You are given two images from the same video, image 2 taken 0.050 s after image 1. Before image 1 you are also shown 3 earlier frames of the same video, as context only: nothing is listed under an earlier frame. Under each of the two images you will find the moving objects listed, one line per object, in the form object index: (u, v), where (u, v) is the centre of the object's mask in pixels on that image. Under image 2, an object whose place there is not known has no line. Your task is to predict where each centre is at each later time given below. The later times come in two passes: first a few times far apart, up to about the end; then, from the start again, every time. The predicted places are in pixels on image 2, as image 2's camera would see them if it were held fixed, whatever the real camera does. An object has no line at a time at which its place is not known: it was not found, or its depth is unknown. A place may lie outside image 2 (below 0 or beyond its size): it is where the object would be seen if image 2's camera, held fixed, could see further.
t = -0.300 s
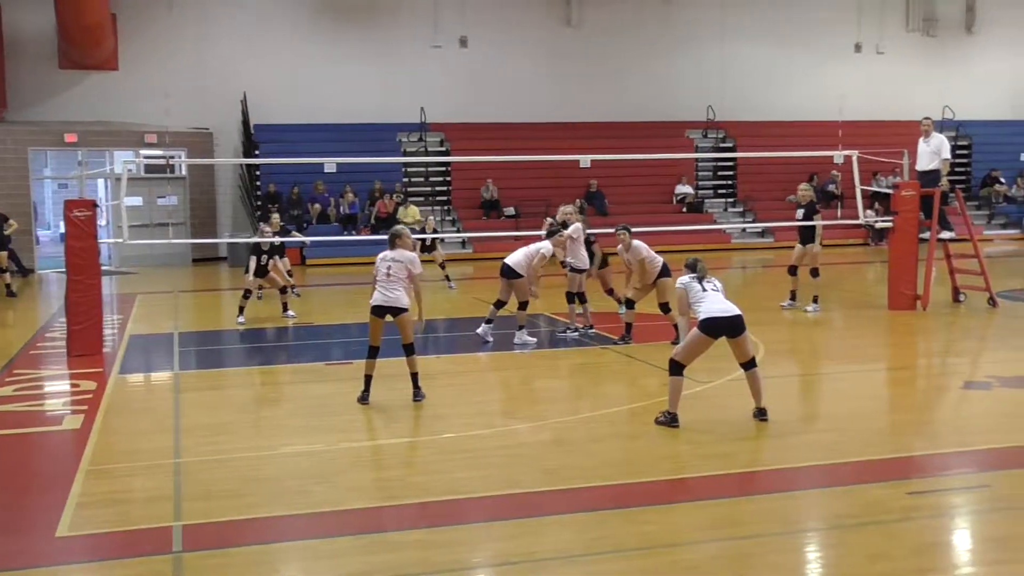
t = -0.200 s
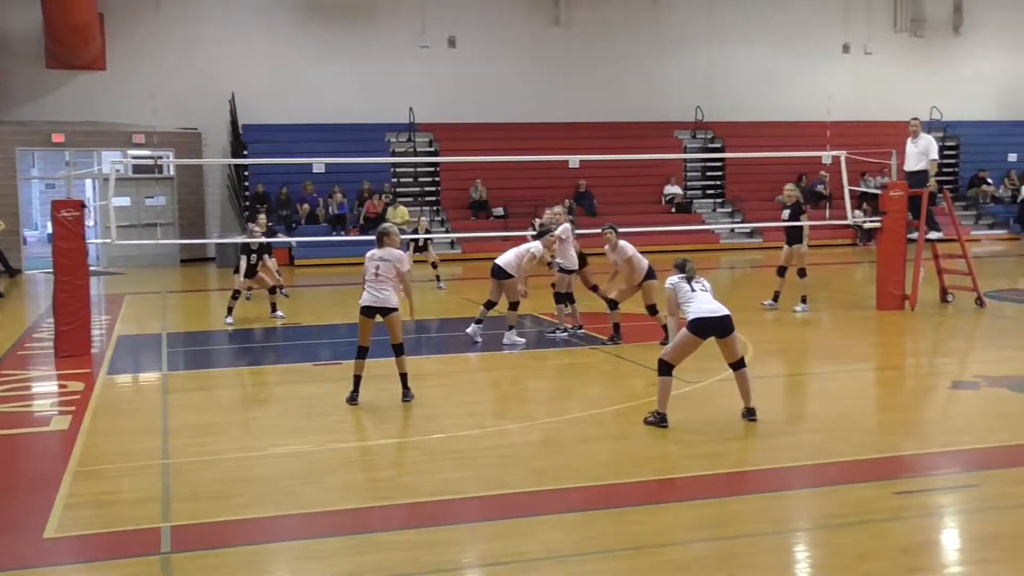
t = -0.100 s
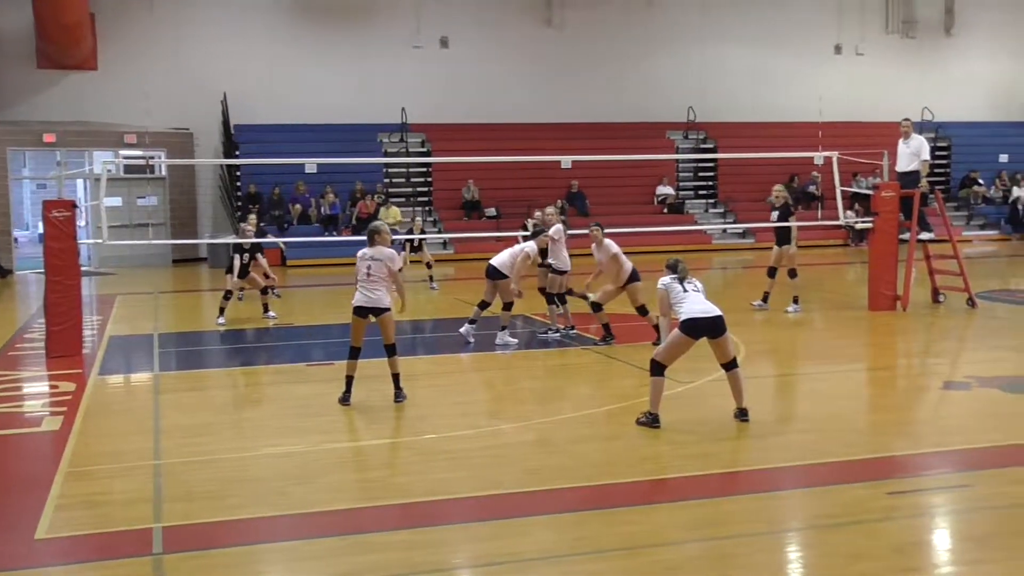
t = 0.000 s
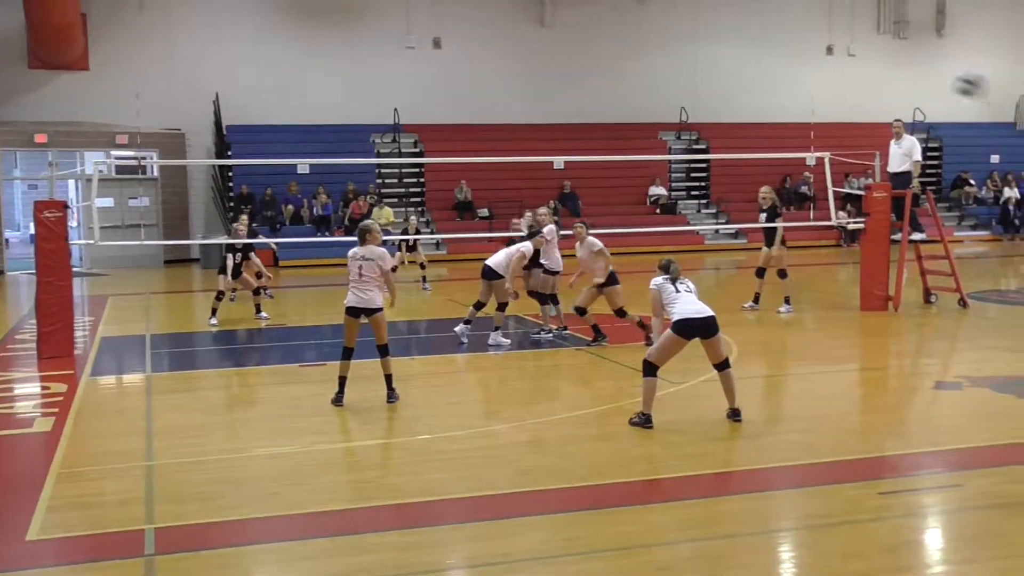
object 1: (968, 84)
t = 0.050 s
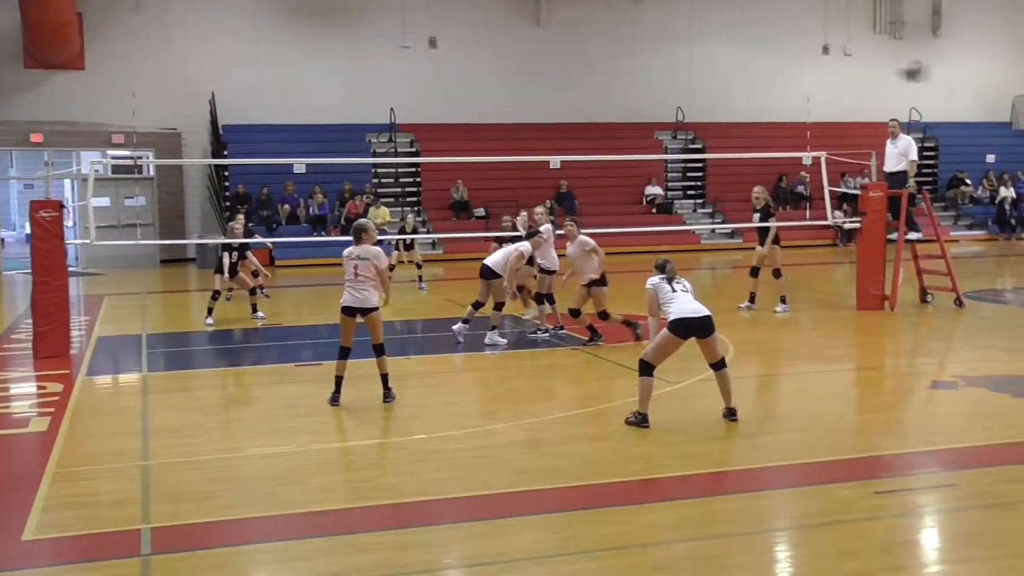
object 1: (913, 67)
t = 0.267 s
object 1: (741, 45)
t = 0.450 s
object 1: (651, 59)
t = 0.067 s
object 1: (895, 66)
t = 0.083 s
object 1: (879, 59)
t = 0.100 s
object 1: (863, 56)
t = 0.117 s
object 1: (849, 52)
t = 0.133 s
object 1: (832, 50)
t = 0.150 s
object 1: (819, 49)
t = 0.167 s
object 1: (809, 47)
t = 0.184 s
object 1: (795, 47)
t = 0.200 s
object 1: (782, 45)
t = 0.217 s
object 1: (772, 46)
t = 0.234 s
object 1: (762, 45)
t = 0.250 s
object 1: (750, 45)
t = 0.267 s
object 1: (741, 45)
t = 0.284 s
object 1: (729, 46)
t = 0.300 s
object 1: (720, 46)
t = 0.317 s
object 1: (712, 46)
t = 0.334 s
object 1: (704, 47)
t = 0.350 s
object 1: (695, 50)
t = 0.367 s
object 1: (687, 51)
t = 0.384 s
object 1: (678, 52)
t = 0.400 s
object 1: (671, 53)
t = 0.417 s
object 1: (663, 56)
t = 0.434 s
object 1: (657, 58)
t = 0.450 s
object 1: (651, 59)
